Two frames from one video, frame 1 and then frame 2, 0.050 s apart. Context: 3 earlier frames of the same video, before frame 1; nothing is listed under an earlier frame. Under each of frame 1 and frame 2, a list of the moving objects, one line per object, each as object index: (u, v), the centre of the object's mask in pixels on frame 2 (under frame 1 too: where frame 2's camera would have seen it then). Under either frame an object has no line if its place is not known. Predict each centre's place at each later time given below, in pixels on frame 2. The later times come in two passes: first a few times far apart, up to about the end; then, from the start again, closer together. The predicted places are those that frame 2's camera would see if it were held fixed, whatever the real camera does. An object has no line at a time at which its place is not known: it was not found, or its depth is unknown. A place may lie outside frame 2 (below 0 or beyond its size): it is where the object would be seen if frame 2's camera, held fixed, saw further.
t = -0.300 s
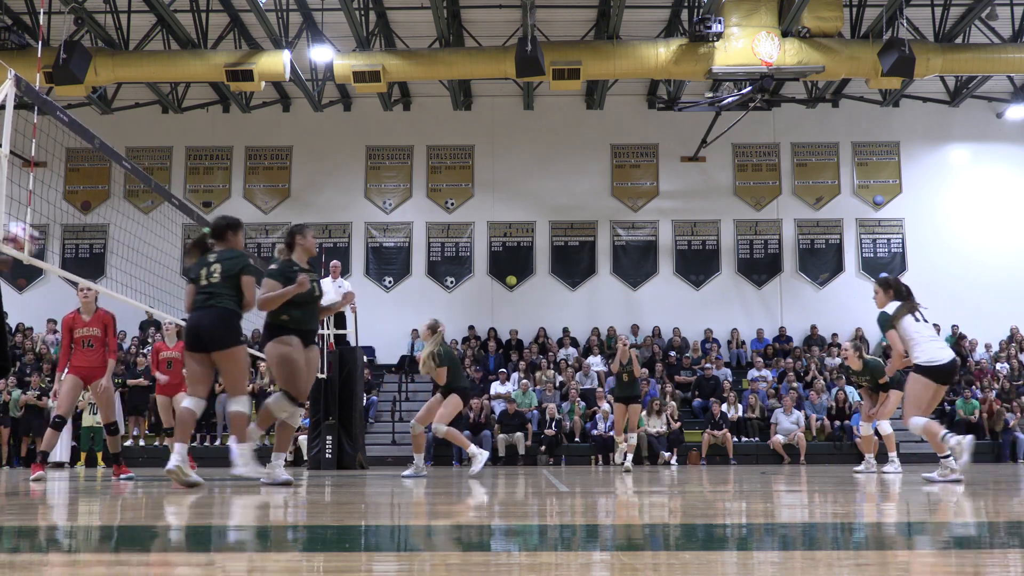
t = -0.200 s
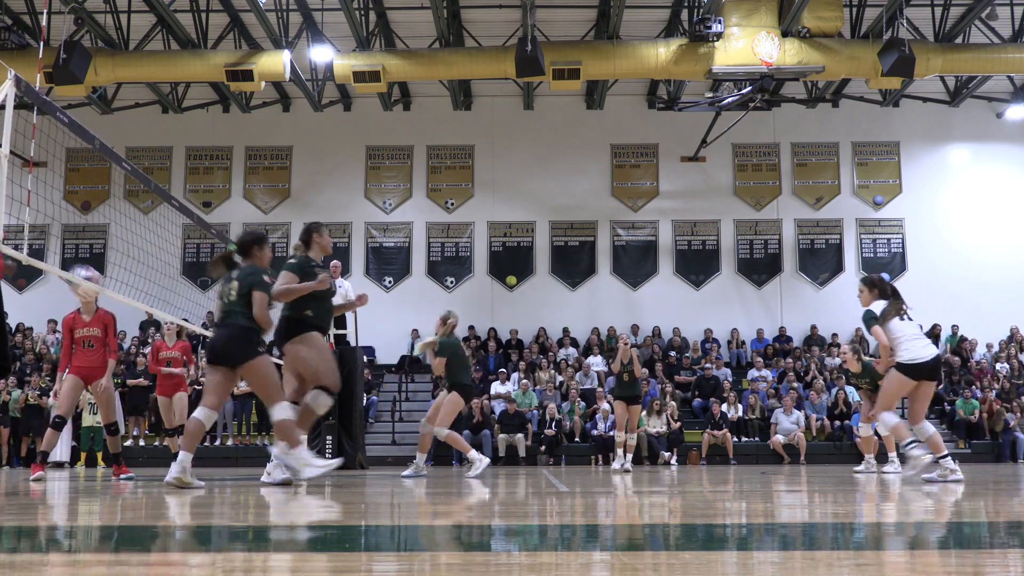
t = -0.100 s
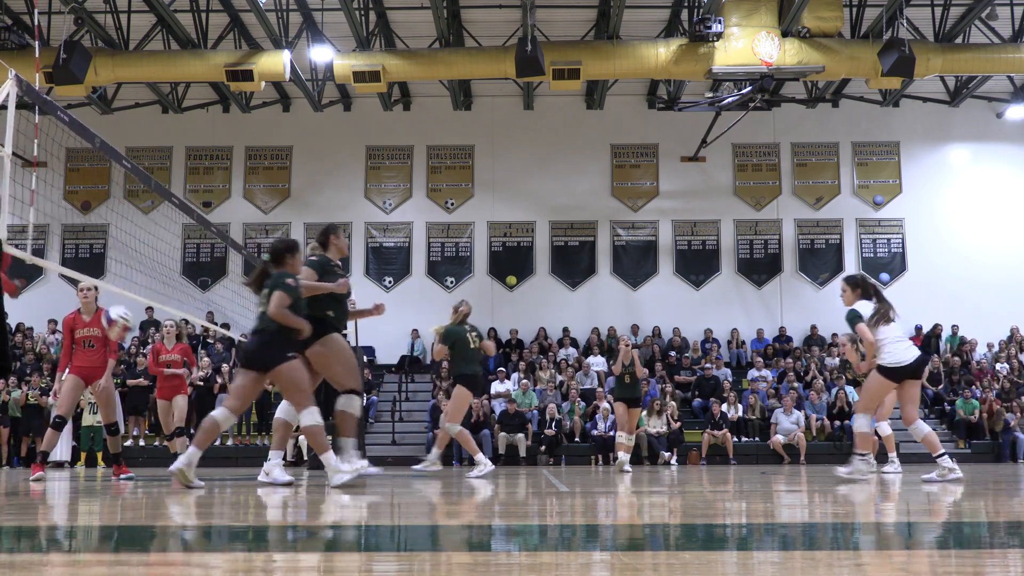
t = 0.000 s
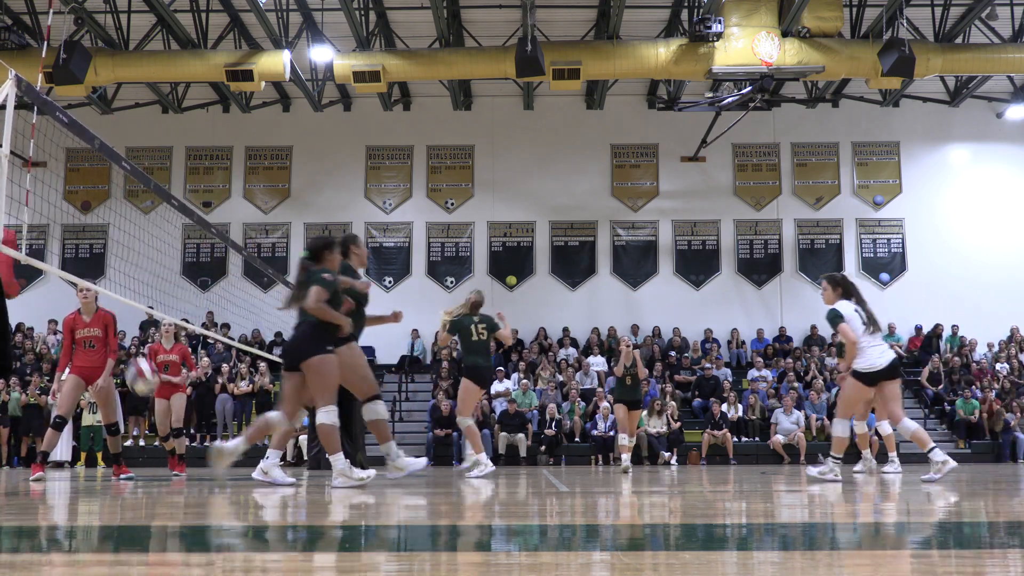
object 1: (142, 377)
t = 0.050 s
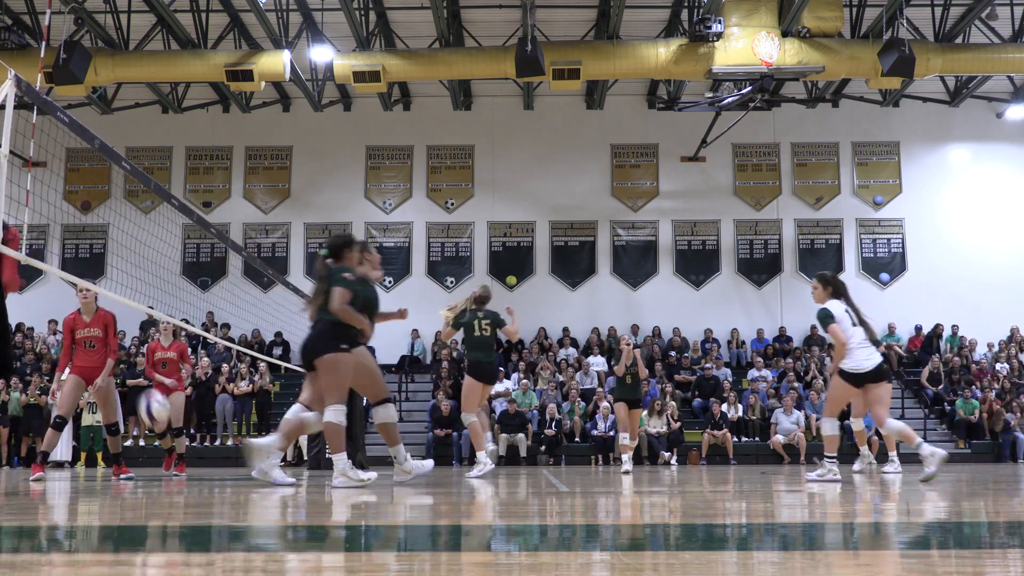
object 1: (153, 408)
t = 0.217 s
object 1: (182, 426)
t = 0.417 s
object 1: (203, 355)
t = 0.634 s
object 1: (221, 343)
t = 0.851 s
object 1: (238, 400)
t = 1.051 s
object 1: (255, 447)
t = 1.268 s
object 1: (279, 394)
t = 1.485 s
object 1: (301, 408)
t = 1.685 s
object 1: (320, 464)
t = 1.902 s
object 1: (341, 421)
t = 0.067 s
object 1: (158, 419)
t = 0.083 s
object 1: (162, 435)
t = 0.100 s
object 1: (165, 446)
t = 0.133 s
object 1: (173, 470)
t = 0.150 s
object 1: (175, 463)
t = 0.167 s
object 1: (177, 453)
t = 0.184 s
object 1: (179, 444)
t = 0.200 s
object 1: (181, 435)
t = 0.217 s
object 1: (182, 426)
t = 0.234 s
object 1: (184, 418)
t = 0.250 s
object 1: (186, 410)
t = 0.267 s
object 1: (188, 403)
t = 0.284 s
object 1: (190, 396)
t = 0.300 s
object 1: (191, 389)
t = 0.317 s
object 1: (193, 383)
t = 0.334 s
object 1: (194, 378)
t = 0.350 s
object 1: (196, 372)
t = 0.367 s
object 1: (198, 367)
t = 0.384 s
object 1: (200, 363)
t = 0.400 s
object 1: (201, 358)
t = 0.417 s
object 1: (203, 355)
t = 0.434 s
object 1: (204, 352)
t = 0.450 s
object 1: (206, 349)
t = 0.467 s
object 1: (207, 346)
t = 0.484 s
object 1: (208, 344)
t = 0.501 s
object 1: (210, 343)
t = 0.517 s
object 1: (211, 342)
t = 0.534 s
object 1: (213, 341)
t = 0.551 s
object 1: (214, 341)
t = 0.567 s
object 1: (216, 340)
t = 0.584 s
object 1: (217, 341)
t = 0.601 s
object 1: (218, 341)
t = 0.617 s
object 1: (220, 342)
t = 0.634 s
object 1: (221, 343)
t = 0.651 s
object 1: (223, 346)
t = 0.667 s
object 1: (224, 348)
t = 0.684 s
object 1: (225, 350)
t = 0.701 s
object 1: (226, 354)
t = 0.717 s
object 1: (228, 358)
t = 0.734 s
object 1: (229, 361)
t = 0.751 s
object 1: (231, 365)
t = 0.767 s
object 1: (231, 370)
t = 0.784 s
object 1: (233, 375)
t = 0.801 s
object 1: (235, 380)
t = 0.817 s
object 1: (236, 387)
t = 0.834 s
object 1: (237, 393)
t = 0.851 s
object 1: (238, 400)
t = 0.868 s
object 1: (239, 406)
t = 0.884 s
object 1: (240, 414)
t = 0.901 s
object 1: (242, 421)
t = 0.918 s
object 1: (243, 430)
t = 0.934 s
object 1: (244, 439)
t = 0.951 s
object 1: (246, 449)
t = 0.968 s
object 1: (247, 457)
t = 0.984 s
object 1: (248, 466)
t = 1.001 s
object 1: (250, 467)
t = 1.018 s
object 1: (252, 460)
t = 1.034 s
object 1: (254, 453)
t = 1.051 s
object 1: (255, 447)
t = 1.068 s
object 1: (257, 440)
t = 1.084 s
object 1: (259, 434)
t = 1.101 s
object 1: (262, 428)
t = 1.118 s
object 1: (263, 423)
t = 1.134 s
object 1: (265, 418)
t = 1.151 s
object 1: (267, 414)
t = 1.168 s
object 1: (269, 410)
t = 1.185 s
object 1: (271, 406)
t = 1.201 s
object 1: (272, 403)
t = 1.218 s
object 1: (274, 400)
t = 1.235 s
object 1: (276, 398)
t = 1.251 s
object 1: (278, 396)
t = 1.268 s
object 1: (279, 394)
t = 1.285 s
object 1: (281, 393)
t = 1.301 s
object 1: (283, 392)
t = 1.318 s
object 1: (284, 391)
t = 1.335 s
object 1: (286, 391)
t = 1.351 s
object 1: (287, 392)
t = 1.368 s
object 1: (290, 393)
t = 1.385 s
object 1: (291, 393)
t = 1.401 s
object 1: (293, 395)
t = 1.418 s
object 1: (295, 397)
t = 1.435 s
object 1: (296, 399)
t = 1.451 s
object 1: (298, 402)
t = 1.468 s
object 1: (299, 404)
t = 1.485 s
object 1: (301, 408)
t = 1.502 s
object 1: (302, 412)
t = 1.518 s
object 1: (304, 416)
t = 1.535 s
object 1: (306, 421)
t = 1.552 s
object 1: (308, 425)
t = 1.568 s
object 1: (309, 431)
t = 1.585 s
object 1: (311, 436)
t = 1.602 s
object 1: (312, 443)
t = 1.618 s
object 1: (313, 450)
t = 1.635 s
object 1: (315, 456)
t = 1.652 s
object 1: (317, 461)
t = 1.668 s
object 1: (318, 469)
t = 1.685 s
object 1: (320, 464)
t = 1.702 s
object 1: (321, 459)
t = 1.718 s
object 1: (323, 454)
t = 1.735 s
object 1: (325, 449)
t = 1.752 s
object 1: (326, 444)
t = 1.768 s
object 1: (328, 440)
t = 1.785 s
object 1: (330, 436)
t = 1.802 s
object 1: (331, 433)
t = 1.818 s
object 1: (333, 430)
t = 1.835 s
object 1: (335, 428)
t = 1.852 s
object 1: (336, 425)
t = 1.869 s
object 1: (338, 423)
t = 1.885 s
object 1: (339, 422)
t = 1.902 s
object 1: (341, 421)
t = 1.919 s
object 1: (343, 420)
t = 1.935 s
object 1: (344, 420)
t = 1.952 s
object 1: (346, 420)
